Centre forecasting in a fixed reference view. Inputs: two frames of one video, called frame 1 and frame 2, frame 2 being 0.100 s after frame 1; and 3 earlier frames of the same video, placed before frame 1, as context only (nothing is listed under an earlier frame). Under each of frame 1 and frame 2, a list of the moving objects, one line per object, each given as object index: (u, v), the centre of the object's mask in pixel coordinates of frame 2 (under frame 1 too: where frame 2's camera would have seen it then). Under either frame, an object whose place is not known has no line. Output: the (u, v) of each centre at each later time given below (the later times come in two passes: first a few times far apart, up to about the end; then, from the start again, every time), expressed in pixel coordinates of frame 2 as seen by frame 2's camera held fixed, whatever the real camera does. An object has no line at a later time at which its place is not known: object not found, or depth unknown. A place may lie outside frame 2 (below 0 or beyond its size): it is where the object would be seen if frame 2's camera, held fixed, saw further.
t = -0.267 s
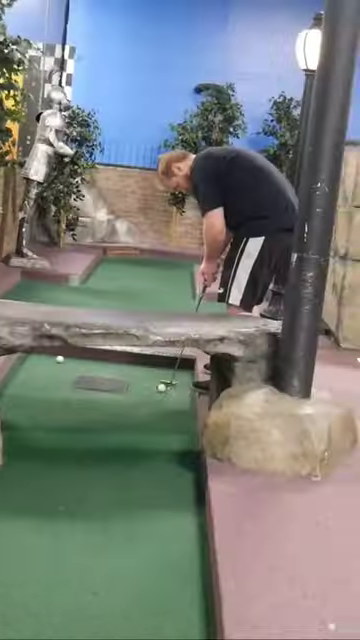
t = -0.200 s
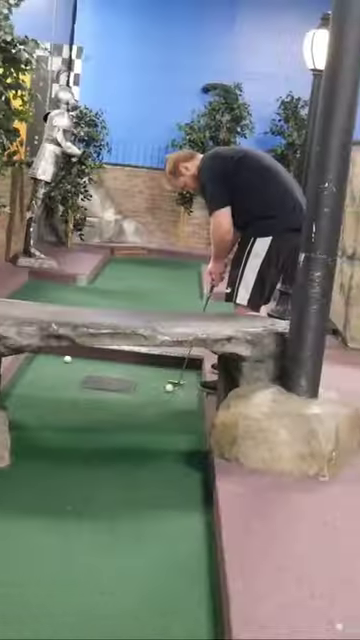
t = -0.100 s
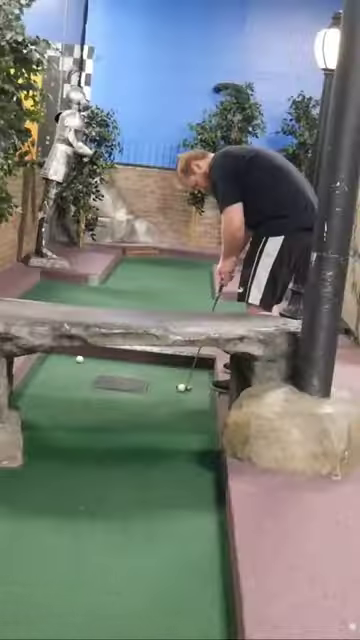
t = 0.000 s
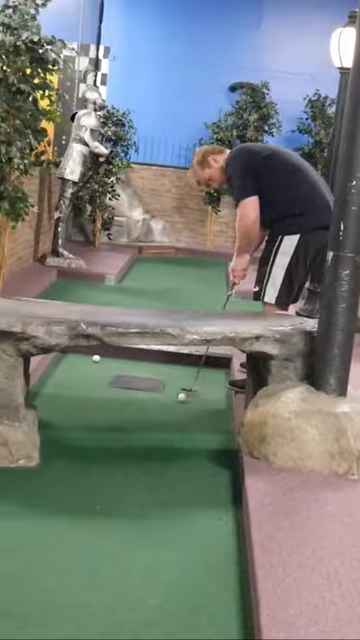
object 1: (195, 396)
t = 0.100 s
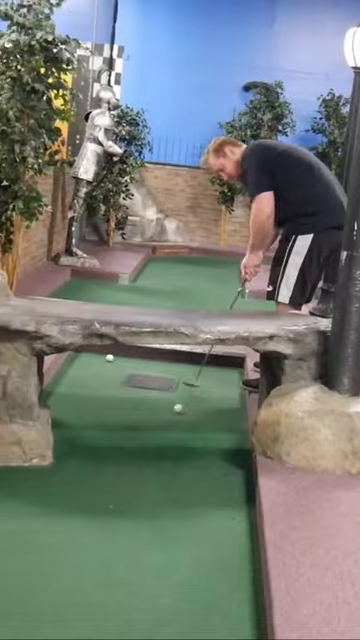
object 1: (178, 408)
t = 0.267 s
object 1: (150, 426)
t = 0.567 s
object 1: (95, 460)
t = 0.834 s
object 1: (34, 497)
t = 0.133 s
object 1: (172, 411)
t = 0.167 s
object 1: (166, 415)
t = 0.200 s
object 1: (161, 419)
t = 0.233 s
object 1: (156, 422)
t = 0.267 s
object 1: (150, 426)
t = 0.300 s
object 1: (145, 429)
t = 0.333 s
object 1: (139, 432)
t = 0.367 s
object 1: (133, 436)
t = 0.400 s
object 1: (127, 440)
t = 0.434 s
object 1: (121, 444)
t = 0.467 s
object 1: (115, 447)
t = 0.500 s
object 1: (108, 451)
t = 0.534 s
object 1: (102, 456)
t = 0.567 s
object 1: (95, 460)
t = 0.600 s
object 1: (88, 464)
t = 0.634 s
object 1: (80, 469)
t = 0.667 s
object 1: (73, 473)
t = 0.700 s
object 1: (66, 478)
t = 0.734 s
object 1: (59, 483)
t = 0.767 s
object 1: (51, 487)
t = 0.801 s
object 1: (43, 492)
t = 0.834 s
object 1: (34, 497)
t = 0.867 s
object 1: (26, 502)
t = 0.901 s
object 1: (18, 507)
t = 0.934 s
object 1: (9, 512)
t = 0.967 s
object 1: (0, 517)
